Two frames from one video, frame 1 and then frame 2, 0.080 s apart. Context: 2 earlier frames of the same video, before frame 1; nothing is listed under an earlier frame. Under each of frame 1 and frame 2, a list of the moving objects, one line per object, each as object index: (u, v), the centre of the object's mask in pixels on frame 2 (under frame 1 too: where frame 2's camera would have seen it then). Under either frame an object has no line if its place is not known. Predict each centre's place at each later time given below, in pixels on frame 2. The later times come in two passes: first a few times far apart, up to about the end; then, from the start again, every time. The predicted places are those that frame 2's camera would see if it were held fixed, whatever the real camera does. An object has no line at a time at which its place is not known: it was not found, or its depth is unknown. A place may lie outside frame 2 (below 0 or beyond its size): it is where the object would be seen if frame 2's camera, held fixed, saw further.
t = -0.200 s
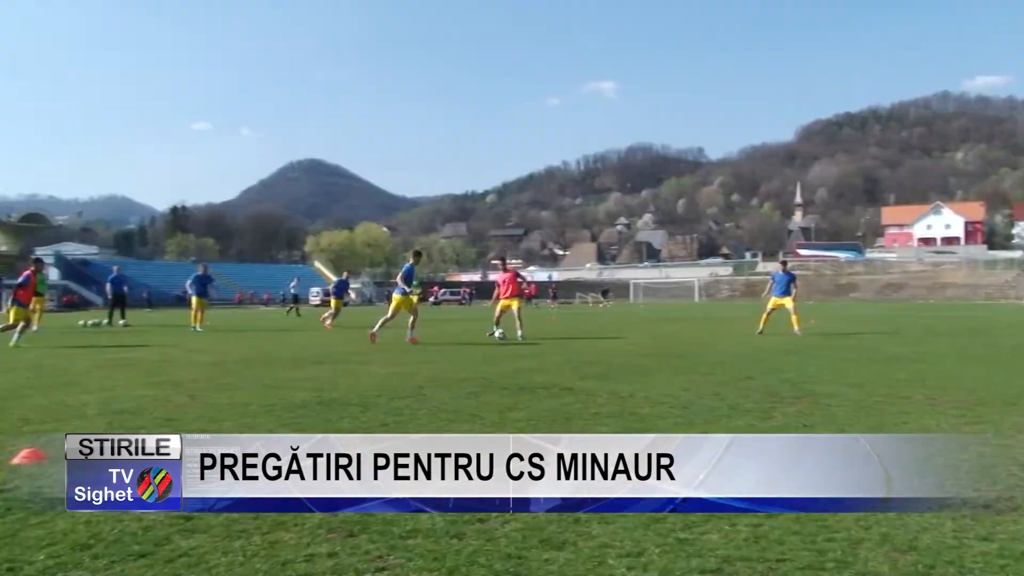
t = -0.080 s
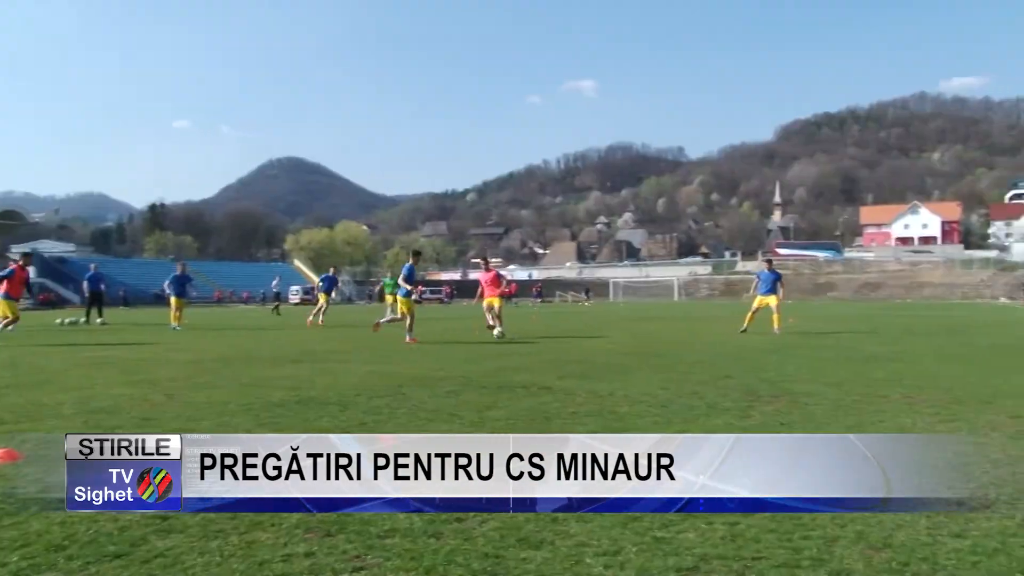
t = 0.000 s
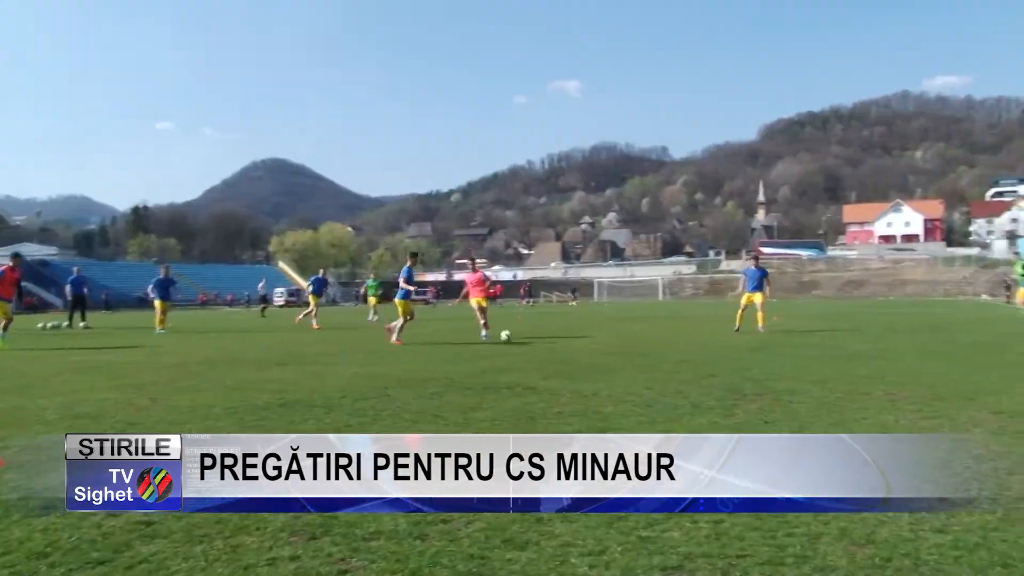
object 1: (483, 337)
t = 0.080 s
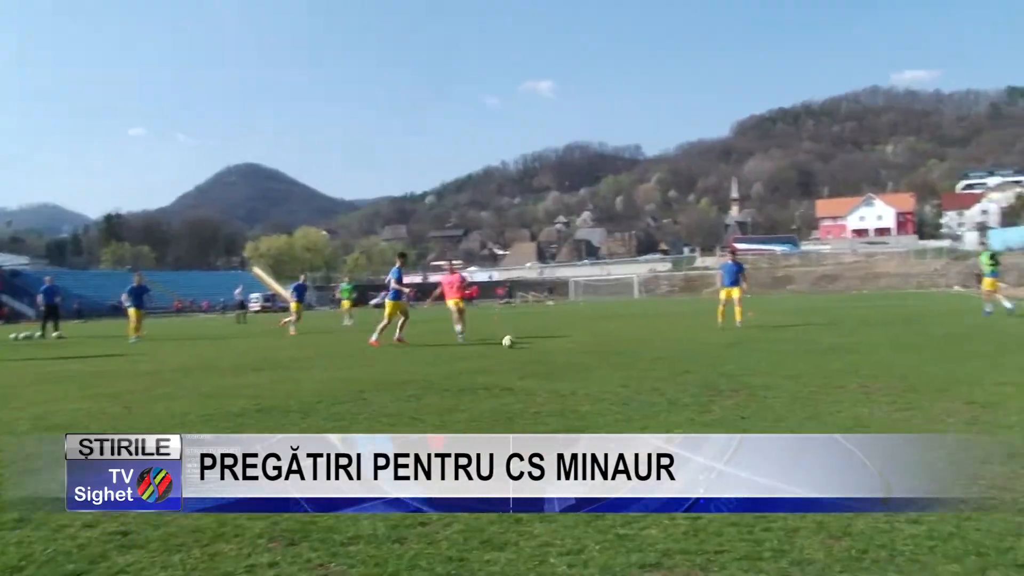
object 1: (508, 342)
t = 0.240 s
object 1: (557, 333)
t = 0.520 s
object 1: (665, 351)
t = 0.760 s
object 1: (764, 357)
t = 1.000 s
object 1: (898, 370)
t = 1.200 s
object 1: (1042, 383)
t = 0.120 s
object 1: (519, 338)
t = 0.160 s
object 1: (531, 335)
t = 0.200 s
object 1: (542, 333)
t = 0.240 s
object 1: (557, 333)
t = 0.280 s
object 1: (570, 333)
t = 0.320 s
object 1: (584, 334)
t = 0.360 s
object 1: (600, 338)
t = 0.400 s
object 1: (616, 343)
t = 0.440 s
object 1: (633, 349)
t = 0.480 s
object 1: (651, 355)
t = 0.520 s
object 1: (665, 351)
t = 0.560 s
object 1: (679, 348)
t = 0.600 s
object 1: (694, 347)
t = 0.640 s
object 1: (710, 347)
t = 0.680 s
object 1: (727, 349)
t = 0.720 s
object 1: (744, 352)
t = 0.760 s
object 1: (764, 357)
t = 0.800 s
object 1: (783, 364)
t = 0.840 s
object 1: (805, 364)
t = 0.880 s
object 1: (827, 365)
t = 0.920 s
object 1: (850, 368)
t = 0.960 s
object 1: (874, 370)
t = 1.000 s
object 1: (898, 370)
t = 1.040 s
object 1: (925, 372)
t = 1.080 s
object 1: (952, 376)
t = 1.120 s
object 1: (980, 379)
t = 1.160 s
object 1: (1011, 380)
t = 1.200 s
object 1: (1042, 383)
